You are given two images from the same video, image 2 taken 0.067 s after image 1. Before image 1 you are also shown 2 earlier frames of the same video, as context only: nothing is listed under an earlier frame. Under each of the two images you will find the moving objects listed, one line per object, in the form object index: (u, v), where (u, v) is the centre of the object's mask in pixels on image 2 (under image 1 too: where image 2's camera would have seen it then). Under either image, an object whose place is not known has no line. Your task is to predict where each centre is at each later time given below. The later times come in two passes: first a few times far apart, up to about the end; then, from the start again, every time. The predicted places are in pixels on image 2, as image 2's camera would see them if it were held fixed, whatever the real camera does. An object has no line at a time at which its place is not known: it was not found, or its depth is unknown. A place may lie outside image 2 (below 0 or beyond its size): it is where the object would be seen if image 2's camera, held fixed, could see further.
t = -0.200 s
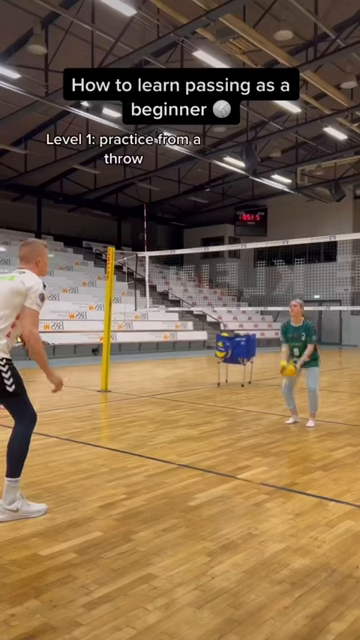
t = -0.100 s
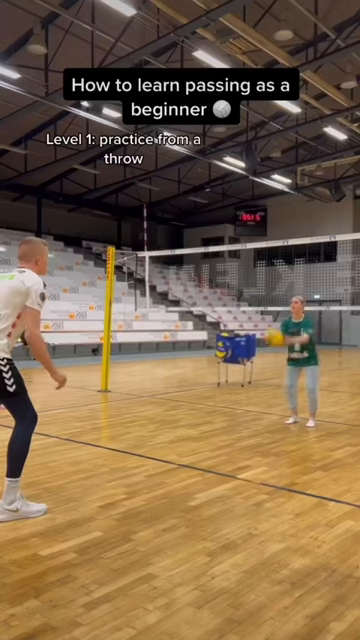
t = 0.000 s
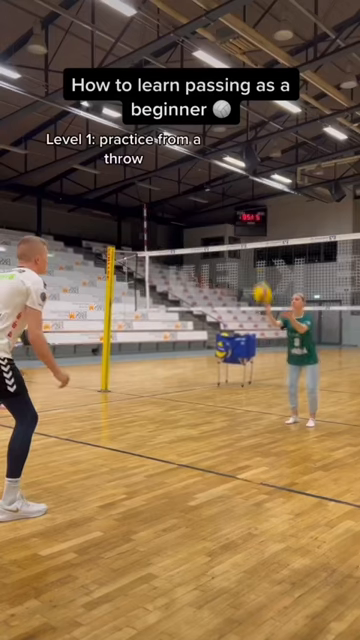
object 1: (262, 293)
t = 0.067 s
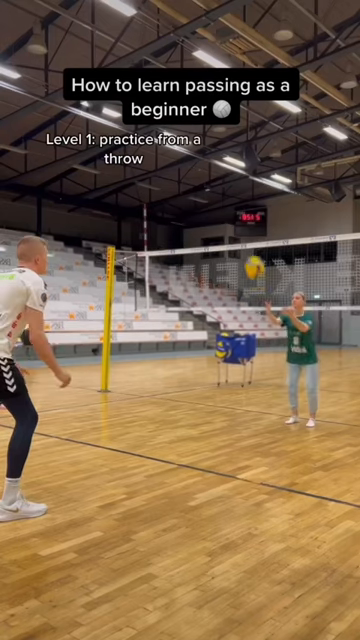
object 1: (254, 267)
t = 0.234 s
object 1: (232, 217)
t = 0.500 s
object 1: (193, 186)
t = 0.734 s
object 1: (153, 219)
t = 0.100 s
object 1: (250, 257)
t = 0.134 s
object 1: (246, 245)
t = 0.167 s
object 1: (241, 234)
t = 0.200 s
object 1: (237, 226)
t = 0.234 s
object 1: (232, 217)
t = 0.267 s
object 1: (228, 210)
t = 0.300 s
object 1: (223, 203)
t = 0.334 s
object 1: (218, 197)
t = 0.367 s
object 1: (213, 193)
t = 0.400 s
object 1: (208, 190)
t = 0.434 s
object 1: (203, 188)
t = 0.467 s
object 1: (198, 187)
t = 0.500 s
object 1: (193, 186)
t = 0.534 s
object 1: (188, 187)
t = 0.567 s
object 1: (182, 189)
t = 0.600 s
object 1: (176, 193)
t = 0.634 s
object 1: (170, 197)
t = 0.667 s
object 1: (164, 203)
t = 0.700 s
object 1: (159, 210)
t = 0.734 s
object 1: (153, 219)
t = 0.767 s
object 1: (147, 230)
